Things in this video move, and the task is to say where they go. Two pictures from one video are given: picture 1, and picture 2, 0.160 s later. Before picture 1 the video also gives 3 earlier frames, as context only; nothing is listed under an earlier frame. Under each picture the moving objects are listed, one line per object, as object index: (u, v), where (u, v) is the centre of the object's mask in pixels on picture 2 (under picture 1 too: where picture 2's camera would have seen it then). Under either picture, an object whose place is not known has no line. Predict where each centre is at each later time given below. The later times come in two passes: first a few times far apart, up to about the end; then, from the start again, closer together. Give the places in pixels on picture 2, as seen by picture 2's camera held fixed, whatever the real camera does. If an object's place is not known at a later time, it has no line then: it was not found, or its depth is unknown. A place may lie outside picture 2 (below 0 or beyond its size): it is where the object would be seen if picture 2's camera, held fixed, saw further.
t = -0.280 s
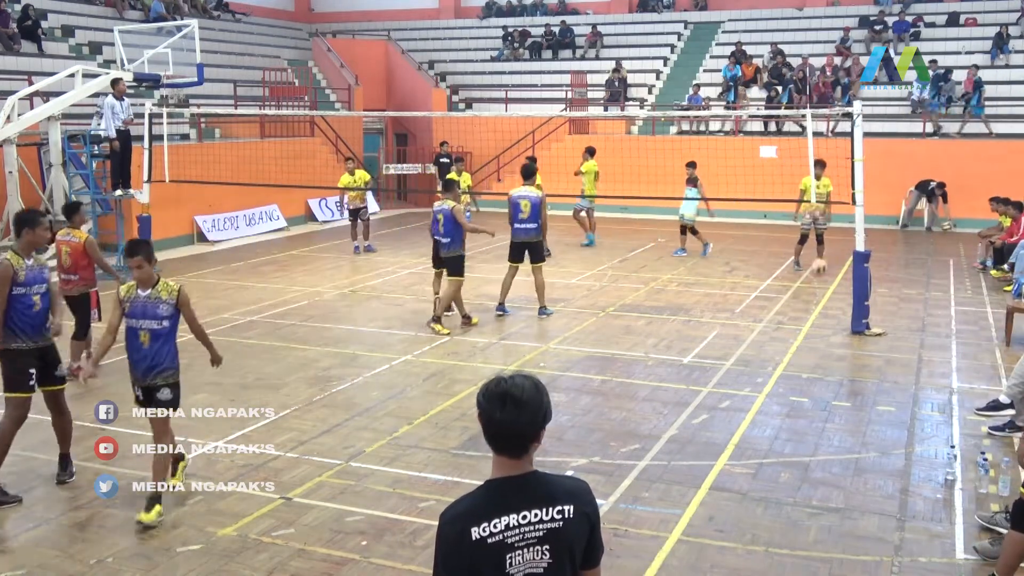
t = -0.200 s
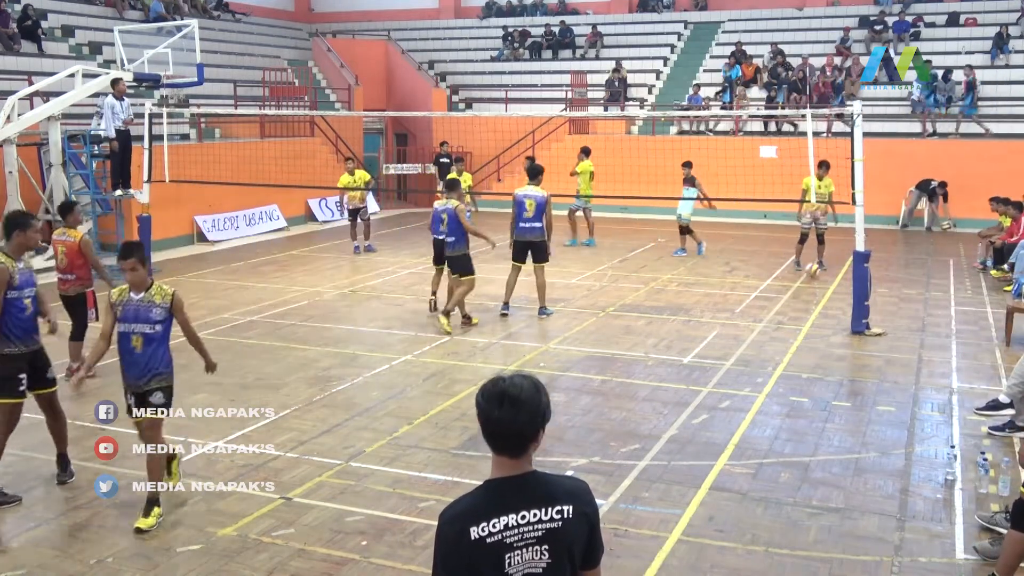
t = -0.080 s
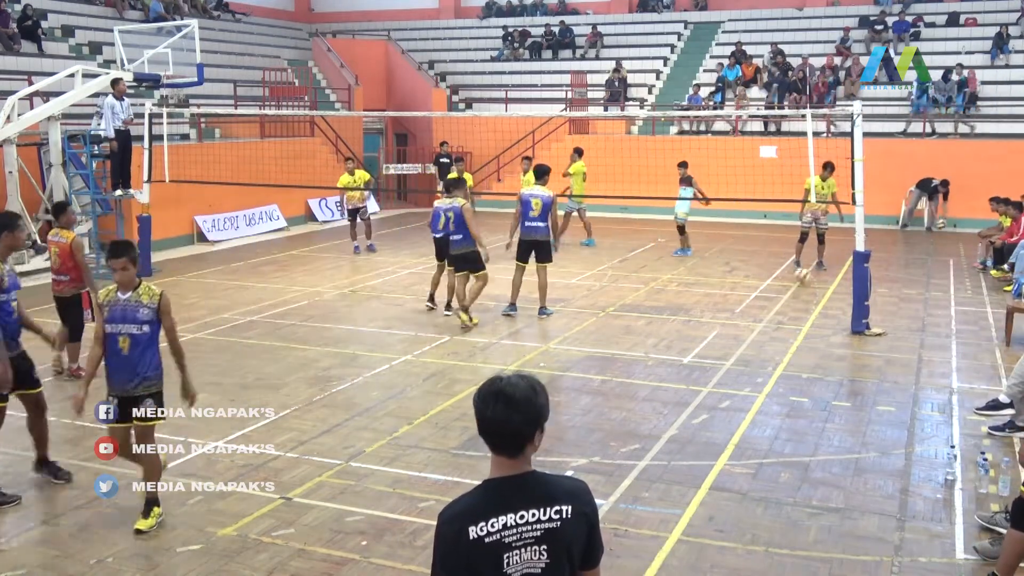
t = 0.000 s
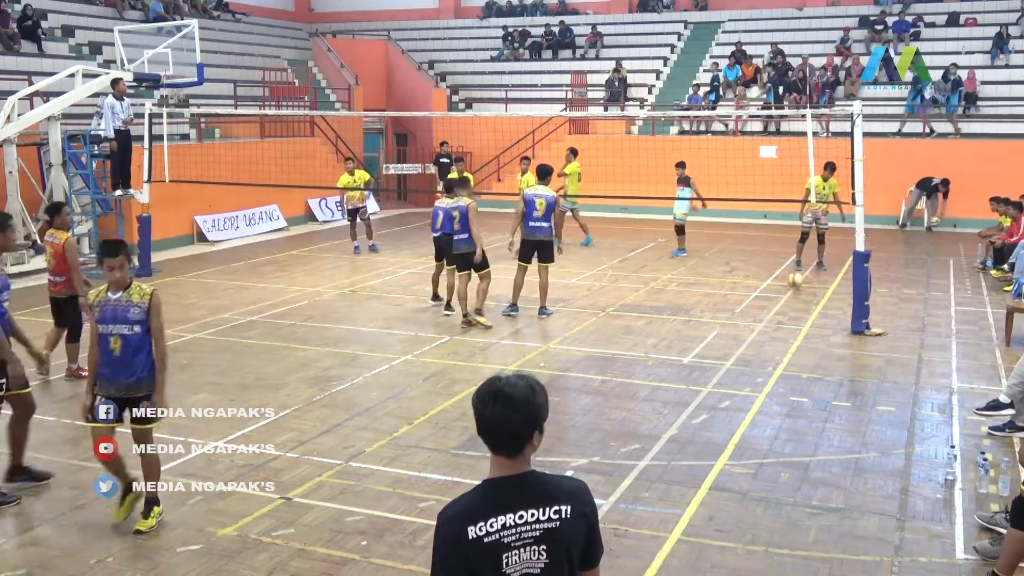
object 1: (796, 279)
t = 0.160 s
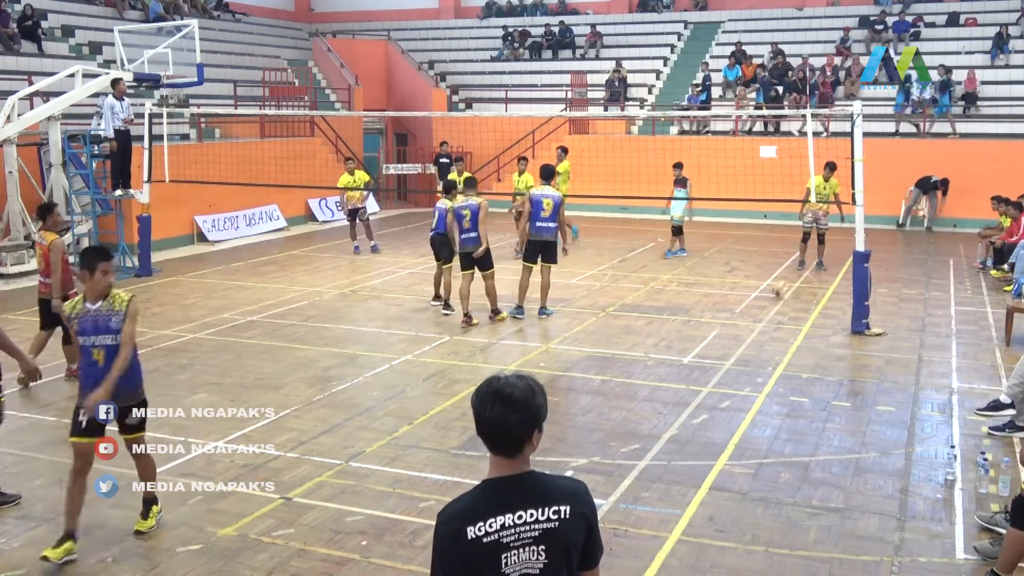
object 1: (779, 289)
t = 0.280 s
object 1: (768, 293)
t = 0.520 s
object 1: (742, 307)
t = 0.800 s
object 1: (708, 329)
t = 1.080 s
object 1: (666, 352)
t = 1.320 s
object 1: (624, 375)
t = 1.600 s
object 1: (569, 412)
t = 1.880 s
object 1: (490, 466)
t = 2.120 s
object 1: (425, 512)
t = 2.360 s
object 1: (330, 566)
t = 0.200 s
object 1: (776, 294)
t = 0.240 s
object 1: (772, 292)
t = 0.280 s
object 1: (768, 293)
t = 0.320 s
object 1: (765, 294)
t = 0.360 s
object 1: (761, 297)
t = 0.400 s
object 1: (756, 301)
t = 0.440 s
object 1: (751, 309)
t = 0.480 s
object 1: (747, 309)
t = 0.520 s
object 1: (742, 307)
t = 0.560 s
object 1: (736, 308)
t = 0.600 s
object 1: (732, 312)
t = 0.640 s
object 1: (728, 316)
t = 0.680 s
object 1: (723, 323)
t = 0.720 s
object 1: (718, 327)
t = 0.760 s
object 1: (714, 329)
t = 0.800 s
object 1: (708, 329)
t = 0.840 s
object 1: (701, 331)
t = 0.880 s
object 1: (696, 335)
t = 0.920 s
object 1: (691, 342)
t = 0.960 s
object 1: (684, 347)
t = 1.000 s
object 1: (677, 346)
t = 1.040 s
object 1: (673, 350)
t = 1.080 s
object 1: (666, 352)
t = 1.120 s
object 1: (657, 358)
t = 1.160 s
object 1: (652, 368)
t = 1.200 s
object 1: (646, 367)
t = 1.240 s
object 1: (640, 368)
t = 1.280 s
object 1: (632, 370)
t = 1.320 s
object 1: (624, 375)
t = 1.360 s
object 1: (618, 380)
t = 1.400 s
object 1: (610, 391)
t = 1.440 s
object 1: (602, 395)
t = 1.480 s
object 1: (595, 398)
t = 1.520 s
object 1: (587, 400)
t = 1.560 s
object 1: (578, 405)
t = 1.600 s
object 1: (569, 412)
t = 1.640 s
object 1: (563, 423)
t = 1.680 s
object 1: (556, 431)
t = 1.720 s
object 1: (550, 436)
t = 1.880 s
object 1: (490, 466)
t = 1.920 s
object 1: (484, 468)
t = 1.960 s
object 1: (476, 476)
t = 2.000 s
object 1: (465, 483)
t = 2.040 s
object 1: (450, 496)
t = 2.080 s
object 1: (438, 504)
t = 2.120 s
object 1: (425, 512)
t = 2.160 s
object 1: (410, 523)
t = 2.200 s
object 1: (395, 532)
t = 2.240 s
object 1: (380, 542)
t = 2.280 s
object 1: (363, 553)
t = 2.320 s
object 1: (348, 559)
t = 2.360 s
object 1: (330, 566)
